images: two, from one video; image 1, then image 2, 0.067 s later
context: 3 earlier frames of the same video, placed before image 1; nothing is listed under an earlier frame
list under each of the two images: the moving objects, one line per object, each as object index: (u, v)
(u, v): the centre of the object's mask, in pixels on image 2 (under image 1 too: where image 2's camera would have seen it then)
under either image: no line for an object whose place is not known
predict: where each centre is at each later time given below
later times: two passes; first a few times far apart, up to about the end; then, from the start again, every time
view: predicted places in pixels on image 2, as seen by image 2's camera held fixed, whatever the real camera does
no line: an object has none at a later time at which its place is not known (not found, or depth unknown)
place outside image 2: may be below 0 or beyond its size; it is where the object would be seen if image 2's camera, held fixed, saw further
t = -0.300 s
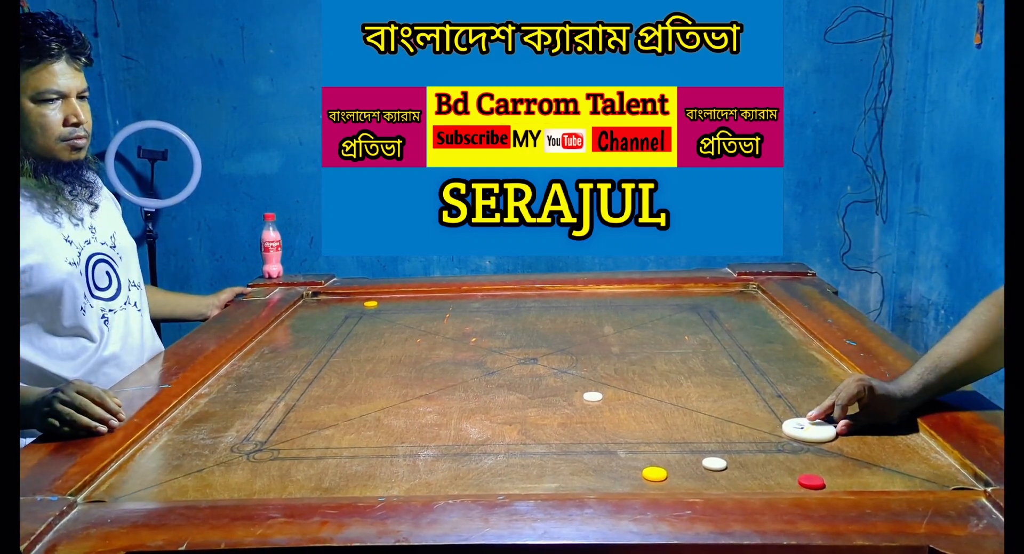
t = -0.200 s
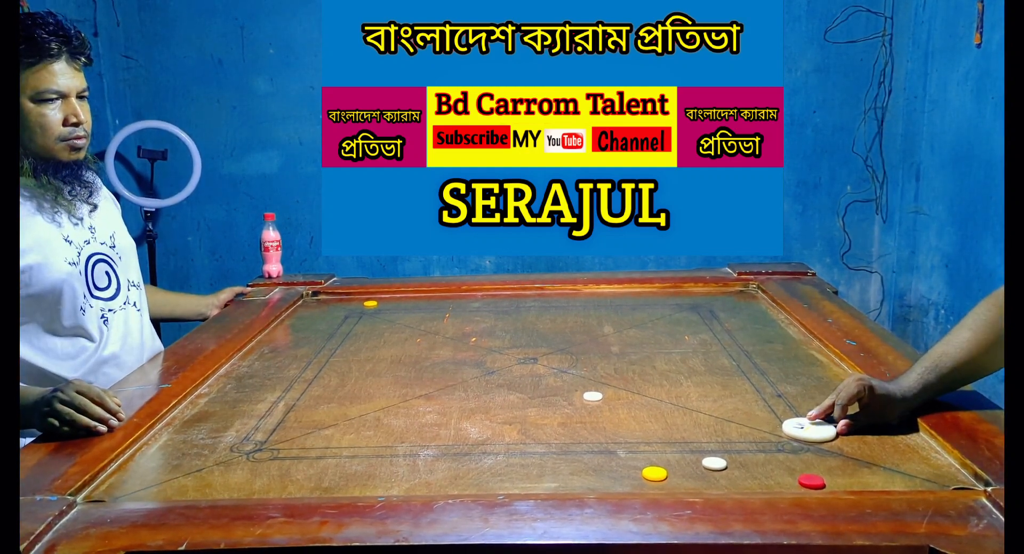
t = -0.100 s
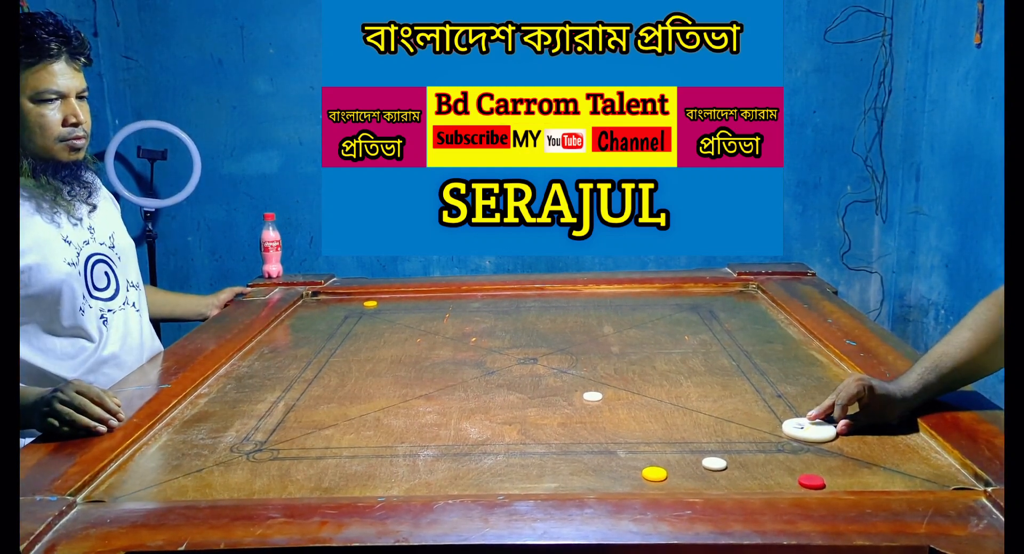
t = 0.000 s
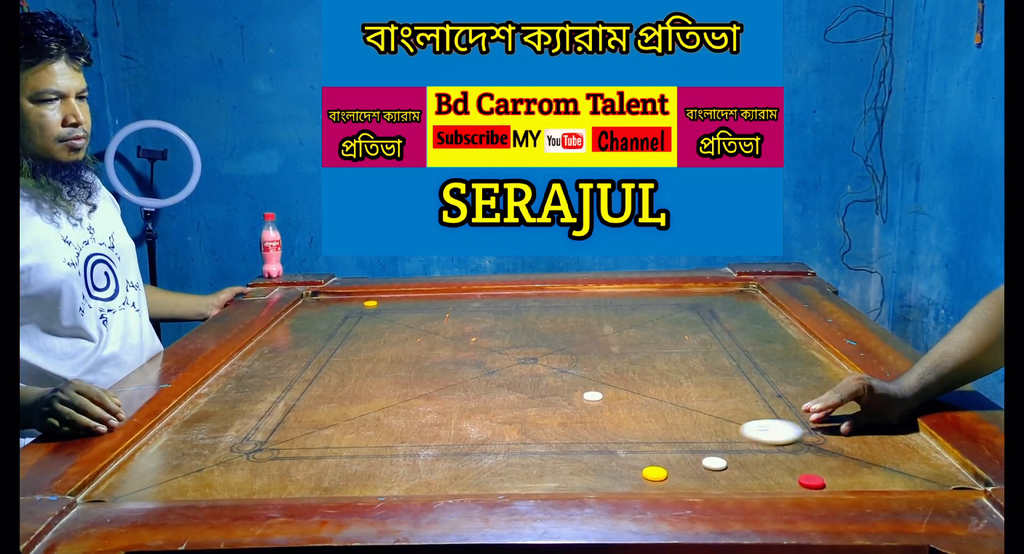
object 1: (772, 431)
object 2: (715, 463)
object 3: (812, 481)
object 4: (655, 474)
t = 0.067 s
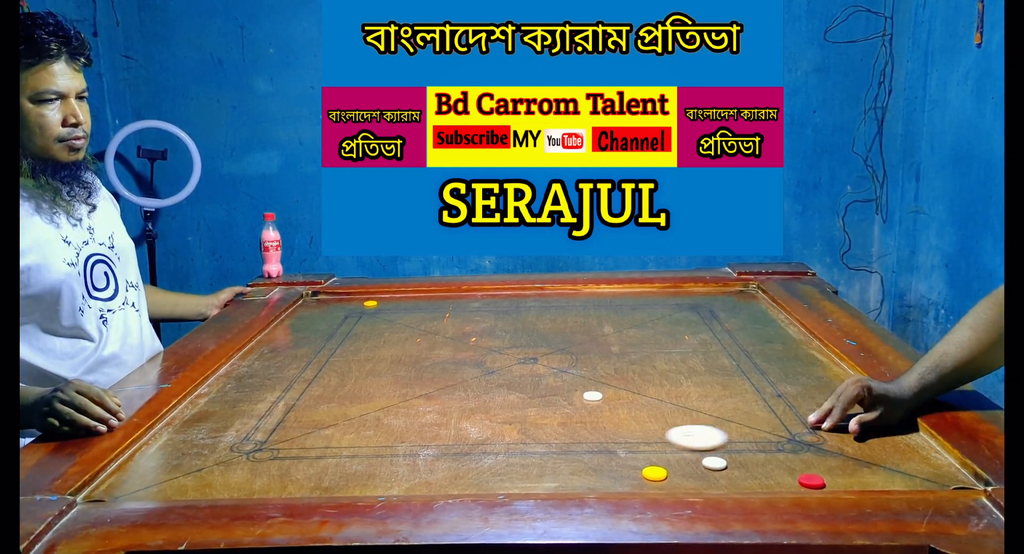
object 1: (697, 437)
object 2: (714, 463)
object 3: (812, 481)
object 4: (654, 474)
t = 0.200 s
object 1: (548, 448)
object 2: (715, 463)
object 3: (812, 481)
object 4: (654, 474)
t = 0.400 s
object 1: (315, 469)
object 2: (715, 463)
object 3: (812, 481)
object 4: (655, 474)
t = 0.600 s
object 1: (143, 486)
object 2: (714, 463)
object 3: (811, 481)
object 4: (655, 474)
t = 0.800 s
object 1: (303, 487)
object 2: (714, 463)
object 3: (811, 481)
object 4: (654, 474)
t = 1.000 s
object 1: (456, 482)
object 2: (714, 463)
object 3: (811, 481)
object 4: (654, 474)
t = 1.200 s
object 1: (600, 476)
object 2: (714, 464)
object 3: (811, 481)
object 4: (654, 473)
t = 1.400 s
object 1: (710, 471)
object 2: (778, 432)
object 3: (811, 481)
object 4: (792, 489)
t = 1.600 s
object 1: (811, 466)
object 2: (852, 398)
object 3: (834, 454)
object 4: (833, 488)
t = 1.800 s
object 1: (903, 461)
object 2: (802, 381)
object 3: (854, 430)
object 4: (850, 486)
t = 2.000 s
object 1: (877, 455)
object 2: (734, 369)
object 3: (871, 410)
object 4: (859, 485)
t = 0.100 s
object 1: (660, 440)
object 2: (714, 463)
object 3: (811, 481)
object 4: (654, 474)
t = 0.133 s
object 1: (623, 442)
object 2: (714, 463)
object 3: (812, 481)
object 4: (654, 474)
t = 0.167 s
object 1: (585, 445)
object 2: (714, 463)
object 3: (812, 481)
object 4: (654, 474)
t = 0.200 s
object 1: (548, 448)
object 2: (715, 463)
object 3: (812, 481)
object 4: (654, 474)
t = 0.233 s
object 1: (509, 451)
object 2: (715, 463)
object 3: (812, 481)
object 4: (654, 474)
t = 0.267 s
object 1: (471, 455)
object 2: (714, 463)
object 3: (812, 481)
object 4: (654, 474)
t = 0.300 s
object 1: (433, 458)
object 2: (715, 463)
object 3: (812, 481)
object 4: (654, 474)
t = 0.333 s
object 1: (394, 462)
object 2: (715, 463)
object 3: (812, 481)
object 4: (655, 474)
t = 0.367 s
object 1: (355, 465)
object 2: (715, 463)
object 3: (812, 481)
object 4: (654, 474)
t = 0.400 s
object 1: (315, 469)
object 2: (715, 463)
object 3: (812, 481)
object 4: (655, 474)
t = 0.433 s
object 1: (275, 472)
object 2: (715, 463)
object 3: (812, 481)
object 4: (655, 474)
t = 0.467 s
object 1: (235, 476)
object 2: (715, 463)
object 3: (812, 481)
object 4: (655, 474)
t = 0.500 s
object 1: (194, 480)
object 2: (714, 463)
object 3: (812, 481)
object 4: (655, 474)
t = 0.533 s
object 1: (153, 483)
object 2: (714, 463)
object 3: (811, 481)
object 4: (655, 474)
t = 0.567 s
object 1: (117, 487)
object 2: (714, 463)
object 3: (811, 481)
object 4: (655, 474)
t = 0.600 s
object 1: (143, 486)
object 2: (714, 463)
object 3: (811, 481)
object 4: (655, 474)
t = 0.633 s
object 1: (170, 487)
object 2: (714, 463)
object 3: (811, 481)
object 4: (655, 474)
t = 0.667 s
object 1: (197, 487)
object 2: (714, 463)
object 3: (811, 481)
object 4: (655, 474)
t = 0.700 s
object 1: (224, 487)
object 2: (714, 463)
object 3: (811, 481)
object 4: (654, 474)
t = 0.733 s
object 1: (250, 487)
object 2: (714, 463)
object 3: (811, 481)
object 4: (654, 474)
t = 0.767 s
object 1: (276, 487)
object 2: (714, 463)
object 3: (811, 481)
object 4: (654, 474)
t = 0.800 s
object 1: (303, 487)
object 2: (714, 463)
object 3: (811, 481)
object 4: (654, 474)
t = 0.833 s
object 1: (329, 487)
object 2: (714, 464)
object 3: (811, 481)
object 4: (655, 474)
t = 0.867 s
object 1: (355, 486)
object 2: (714, 463)
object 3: (811, 481)
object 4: (654, 474)
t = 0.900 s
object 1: (380, 485)
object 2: (714, 464)
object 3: (811, 481)
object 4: (654, 474)
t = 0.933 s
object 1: (405, 484)
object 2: (714, 464)
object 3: (811, 481)
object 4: (655, 474)
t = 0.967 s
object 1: (431, 483)
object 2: (714, 464)
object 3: (811, 481)
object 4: (654, 474)
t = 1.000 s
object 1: (456, 482)
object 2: (714, 463)
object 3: (811, 481)
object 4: (654, 474)
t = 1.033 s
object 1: (480, 481)
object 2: (714, 463)
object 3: (811, 481)
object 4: (654, 473)
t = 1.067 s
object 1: (505, 480)
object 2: (714, 463)
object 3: (811, 481)
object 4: (654, 474)
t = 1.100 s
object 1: (529, 479)
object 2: (714, 464)
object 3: (811, 481)
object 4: (654, 474)
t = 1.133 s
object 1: (553, 478)
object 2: (714, 463)
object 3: (811, 481)
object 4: (654, 474)
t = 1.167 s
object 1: (576, 477)
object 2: (714, 463)
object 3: (811, 481)
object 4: (654, 474)
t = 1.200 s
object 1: (600, 476)
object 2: (714, 464)
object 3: (811, 481)
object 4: (654, 473)
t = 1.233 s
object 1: (622, 475)
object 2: (714, 464)
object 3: (811, 481)
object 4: (668, 473)
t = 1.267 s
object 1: (640, 474)
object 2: (717, 461)
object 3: (811, 481)
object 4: (704, 472)
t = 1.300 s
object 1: (658, 474)
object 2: (733, 454)
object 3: (811, 481)
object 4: (726, 478)
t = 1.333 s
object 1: (675, 473)
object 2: (749, 447)
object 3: (811, 481)
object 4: (748, 484)
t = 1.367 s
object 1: (693, 472)
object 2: (764, 439)
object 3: (811, 481)
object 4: (770, 487)
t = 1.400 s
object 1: (710, 471)
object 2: (778, 432)
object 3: (811, 481)
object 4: (792, 489)
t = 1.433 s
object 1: (727, 470)
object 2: (792, 426)
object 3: (812, 479)
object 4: (804, 487)
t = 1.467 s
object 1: (744, 470)
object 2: (805, 420)
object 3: (817, 475)
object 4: (811, 488)
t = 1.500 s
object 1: (761, 469)
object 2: (817, 414)
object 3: (821, 469)
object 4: (818, 488)
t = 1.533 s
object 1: (778, 468)
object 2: (829, 408)
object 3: (825, 464)
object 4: (824, 489)
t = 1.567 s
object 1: (794, 467)
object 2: (841, 403)
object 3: (830, 459)
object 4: (829, 489)
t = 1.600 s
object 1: (811, 466)
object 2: (852, 398)
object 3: (834, 454)
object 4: (833, 488)
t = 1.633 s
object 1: (826, 465)
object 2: (862, 393)
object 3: (837, 449)
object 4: (837, 488)
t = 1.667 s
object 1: (842, 465)
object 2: (856, 390)
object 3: (840, 445)
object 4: (840, 487)
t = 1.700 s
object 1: (858, 464)
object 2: (842, 388)
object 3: (844, 442)
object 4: (843, 487)
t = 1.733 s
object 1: (873, 463)
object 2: (828, 385)
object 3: (847, 438)
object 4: (845, 487)
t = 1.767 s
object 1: (888, 462)
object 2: (815, 383)
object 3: (851, 434)
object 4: (848, 486)
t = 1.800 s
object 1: (903, 461)
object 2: (802, 381)
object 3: (854, 430)
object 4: (850, 486)
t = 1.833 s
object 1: (918, 461)
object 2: (790, 379)
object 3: (857, 426)
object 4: (852, 486)
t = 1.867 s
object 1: (922, 460)
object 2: (778, 377)
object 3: (860, 423)
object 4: (854, 486)
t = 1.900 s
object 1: (910, 459)
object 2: (766, 375)
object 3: (863, 419)
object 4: (855, 485)
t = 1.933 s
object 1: (899, 458)
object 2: (755, 373)
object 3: (866, 416)
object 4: (857, 485)
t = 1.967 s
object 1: (888, 456)
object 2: (744, 371)
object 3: (868, 413)
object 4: (858, 485)
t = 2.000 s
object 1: (877, 455)
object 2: (734, 369)
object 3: (871, 410)
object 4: (859, 485)
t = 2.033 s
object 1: (867, 454)
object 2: (723, 367)
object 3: (874, 407)
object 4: (860, 485)
